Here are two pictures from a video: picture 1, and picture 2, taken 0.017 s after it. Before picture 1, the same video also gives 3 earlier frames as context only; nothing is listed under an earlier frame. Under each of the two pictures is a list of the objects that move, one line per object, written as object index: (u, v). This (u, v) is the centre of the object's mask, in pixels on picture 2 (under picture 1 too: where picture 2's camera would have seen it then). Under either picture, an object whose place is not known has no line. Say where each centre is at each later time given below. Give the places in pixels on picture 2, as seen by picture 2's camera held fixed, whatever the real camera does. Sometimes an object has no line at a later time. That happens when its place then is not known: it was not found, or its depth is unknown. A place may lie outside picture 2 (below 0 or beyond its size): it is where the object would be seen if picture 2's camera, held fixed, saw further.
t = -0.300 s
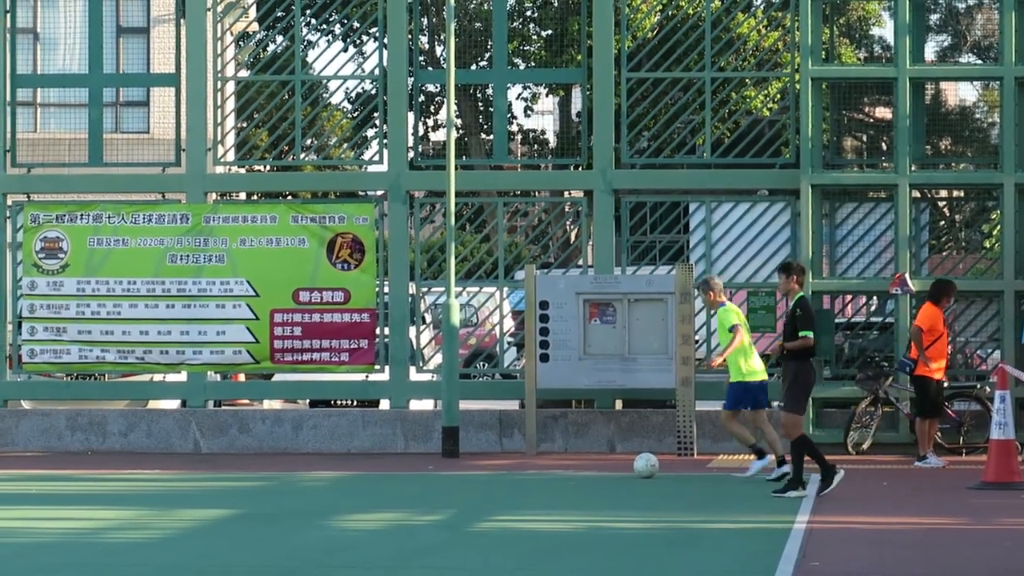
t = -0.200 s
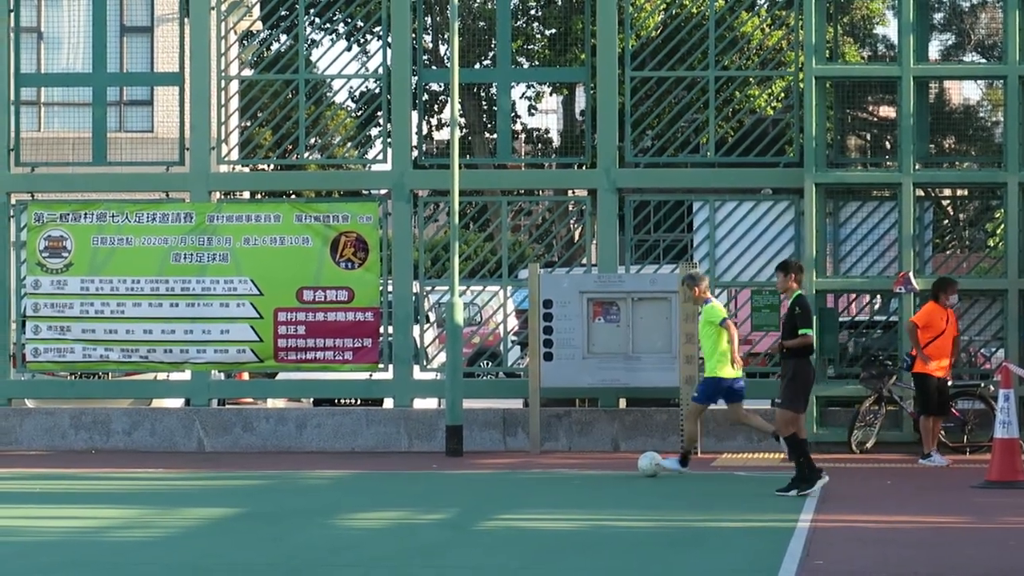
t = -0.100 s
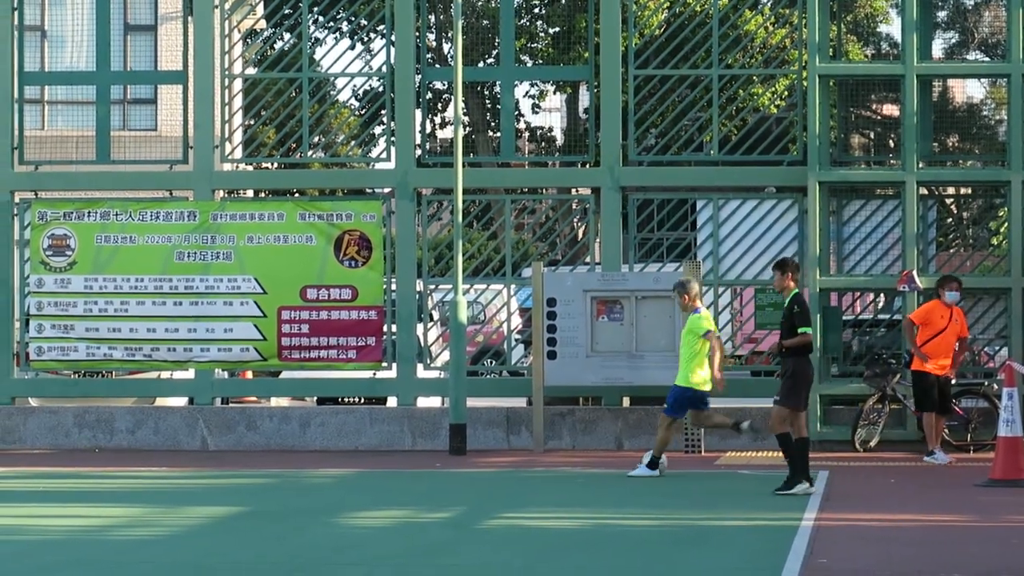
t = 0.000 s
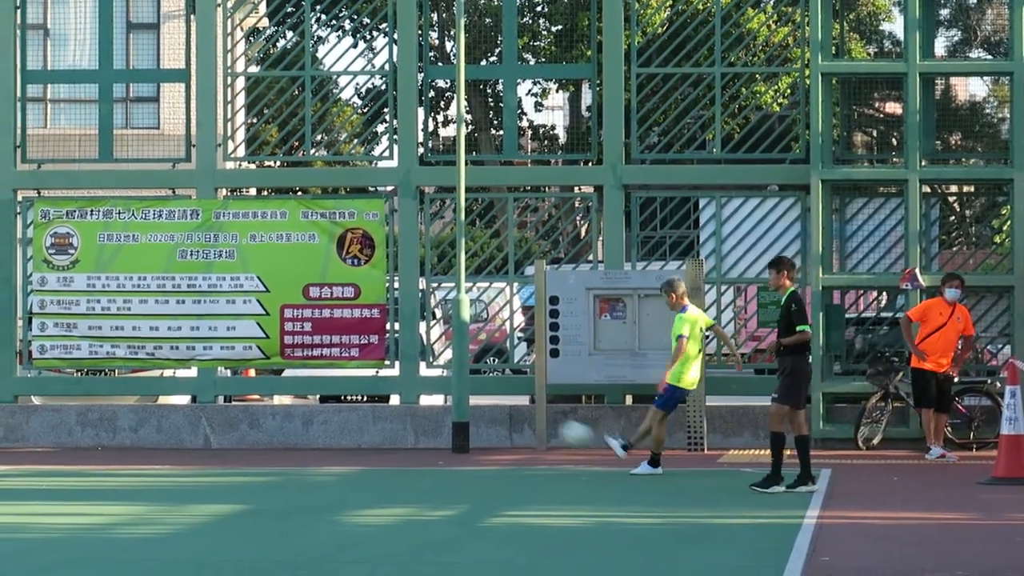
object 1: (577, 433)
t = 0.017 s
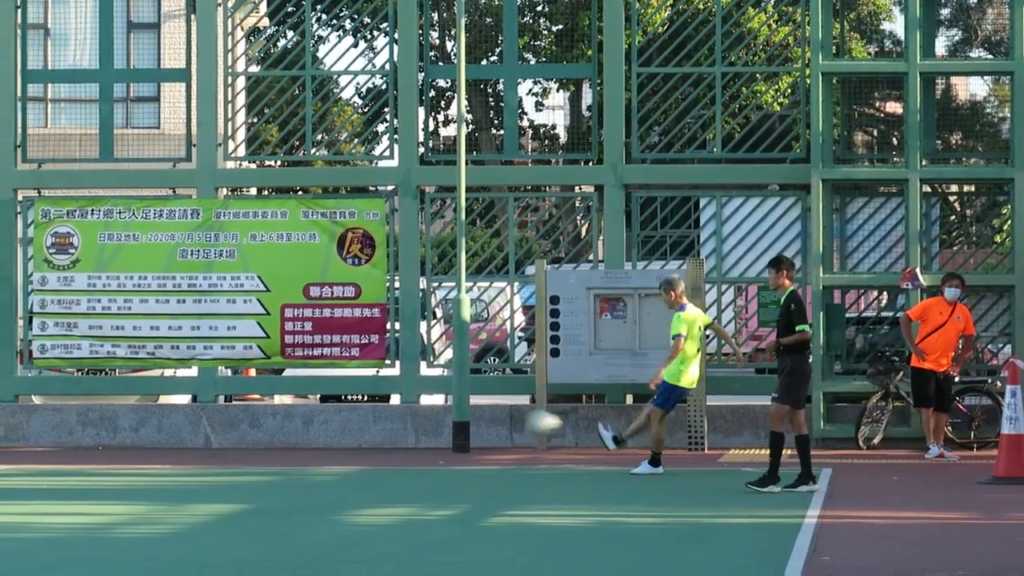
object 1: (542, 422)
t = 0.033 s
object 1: (510, 413)
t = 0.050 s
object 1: (476, 401)
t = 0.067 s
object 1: (448, 393)
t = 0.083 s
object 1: (413, 382)
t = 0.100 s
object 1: (385, 374)
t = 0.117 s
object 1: (352, 366)
